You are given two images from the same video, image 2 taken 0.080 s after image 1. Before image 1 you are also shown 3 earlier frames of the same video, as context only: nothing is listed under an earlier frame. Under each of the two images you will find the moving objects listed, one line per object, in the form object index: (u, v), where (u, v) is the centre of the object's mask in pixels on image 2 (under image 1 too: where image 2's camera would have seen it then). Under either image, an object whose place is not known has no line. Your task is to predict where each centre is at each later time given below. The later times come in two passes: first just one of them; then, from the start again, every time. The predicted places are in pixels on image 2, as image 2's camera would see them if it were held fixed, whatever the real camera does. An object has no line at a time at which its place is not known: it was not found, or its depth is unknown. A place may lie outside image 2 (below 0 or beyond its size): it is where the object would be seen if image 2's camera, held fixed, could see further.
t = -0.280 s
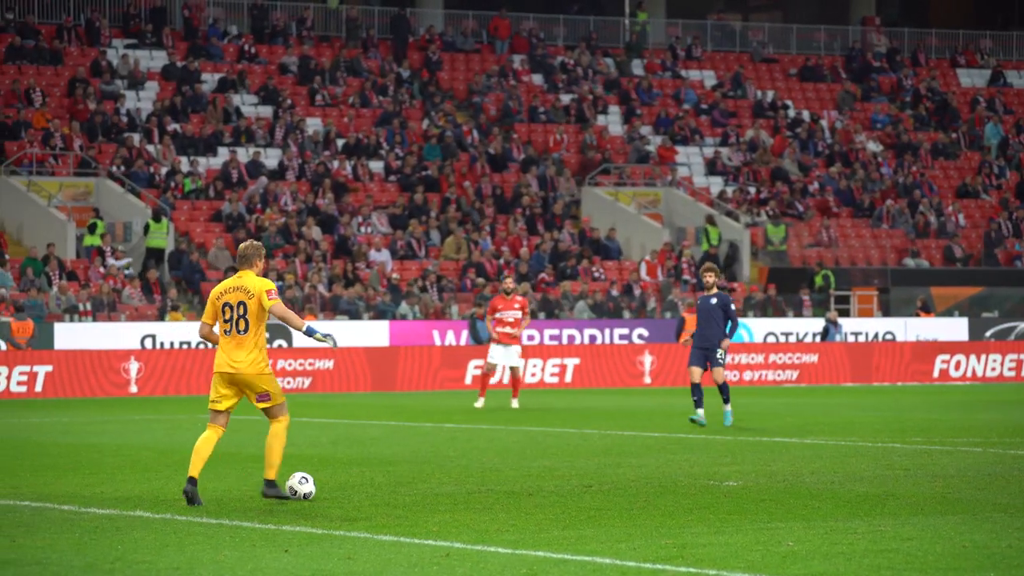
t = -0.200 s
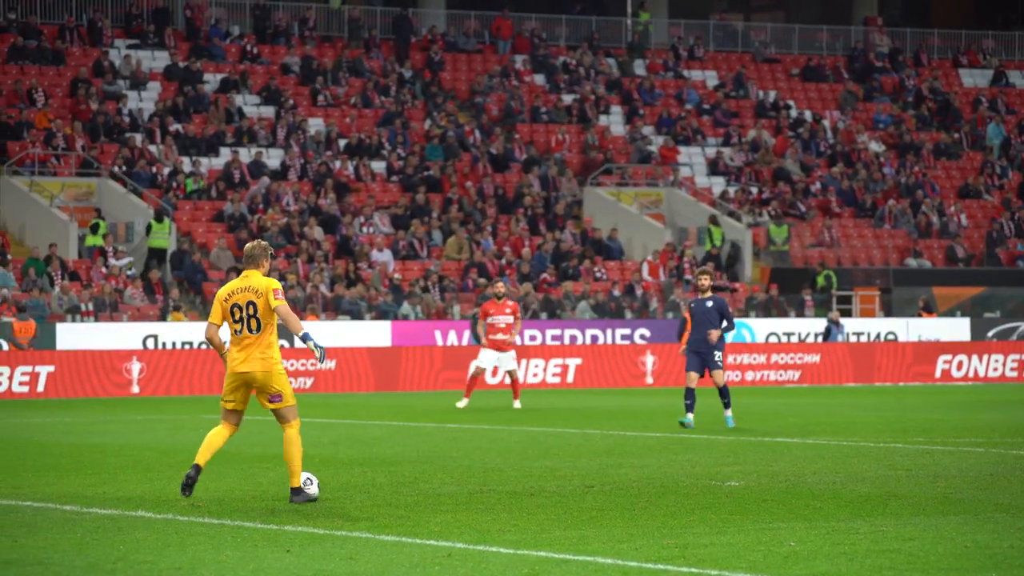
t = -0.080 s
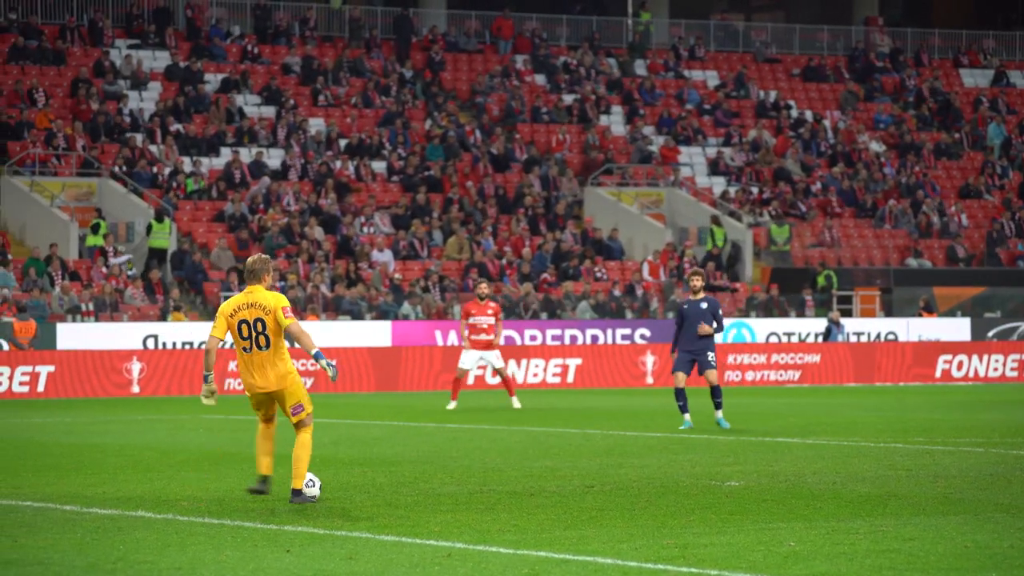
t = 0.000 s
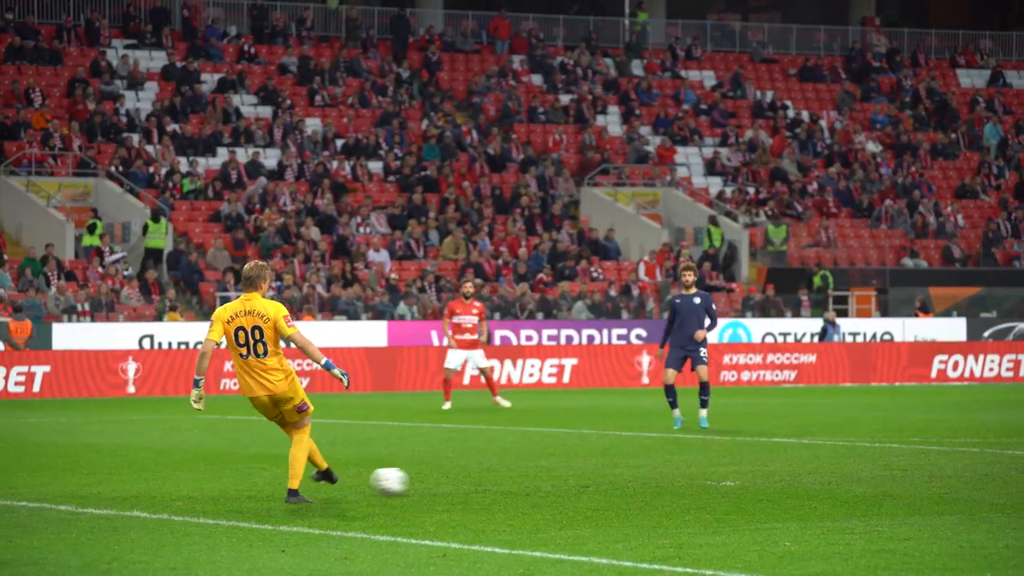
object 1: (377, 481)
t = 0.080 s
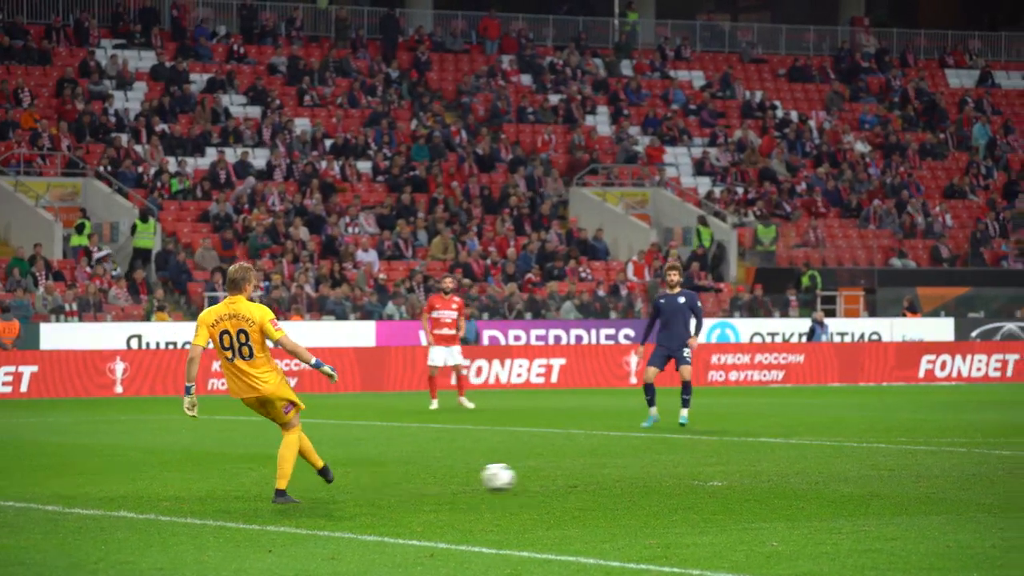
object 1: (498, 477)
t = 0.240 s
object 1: (712, 467)
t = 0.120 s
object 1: (554, 474)
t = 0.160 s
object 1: (608, 473)
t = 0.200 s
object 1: (661, 470)
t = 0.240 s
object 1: (712, 467)
